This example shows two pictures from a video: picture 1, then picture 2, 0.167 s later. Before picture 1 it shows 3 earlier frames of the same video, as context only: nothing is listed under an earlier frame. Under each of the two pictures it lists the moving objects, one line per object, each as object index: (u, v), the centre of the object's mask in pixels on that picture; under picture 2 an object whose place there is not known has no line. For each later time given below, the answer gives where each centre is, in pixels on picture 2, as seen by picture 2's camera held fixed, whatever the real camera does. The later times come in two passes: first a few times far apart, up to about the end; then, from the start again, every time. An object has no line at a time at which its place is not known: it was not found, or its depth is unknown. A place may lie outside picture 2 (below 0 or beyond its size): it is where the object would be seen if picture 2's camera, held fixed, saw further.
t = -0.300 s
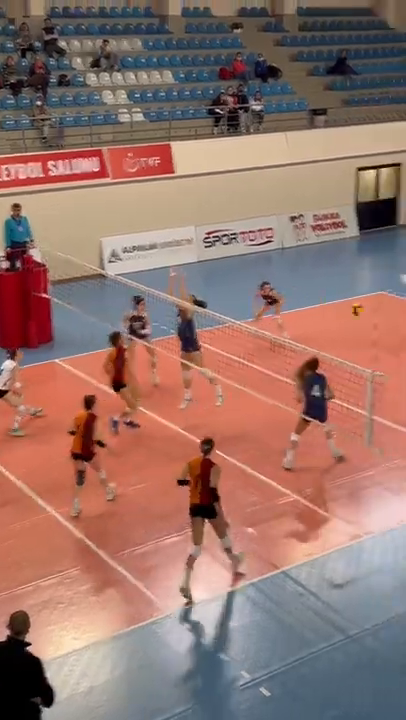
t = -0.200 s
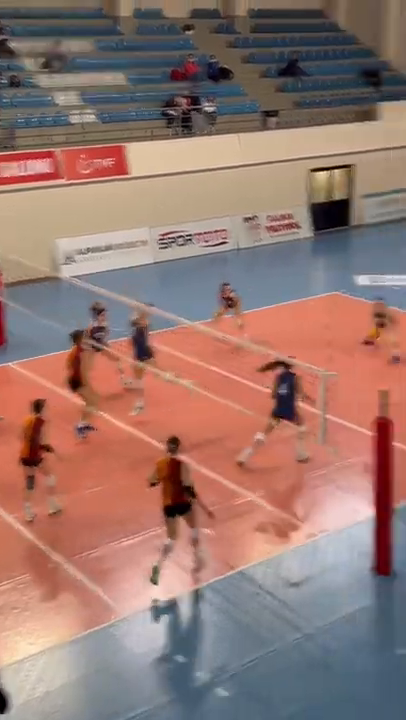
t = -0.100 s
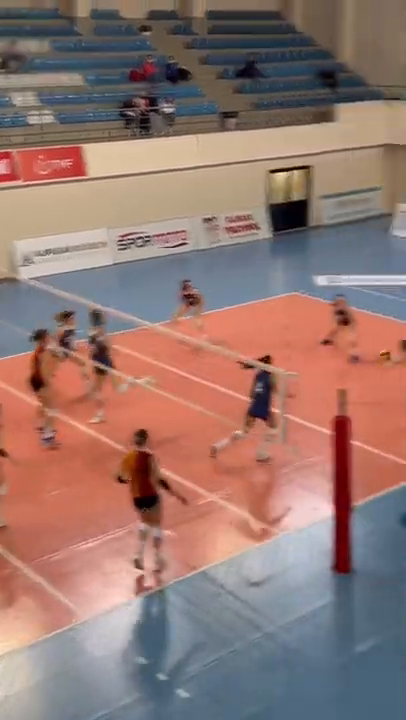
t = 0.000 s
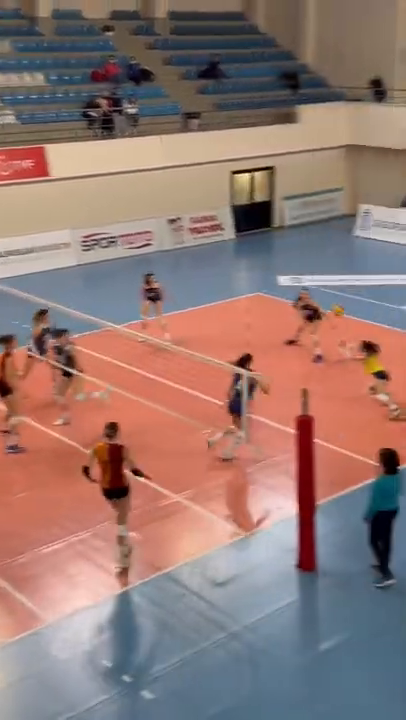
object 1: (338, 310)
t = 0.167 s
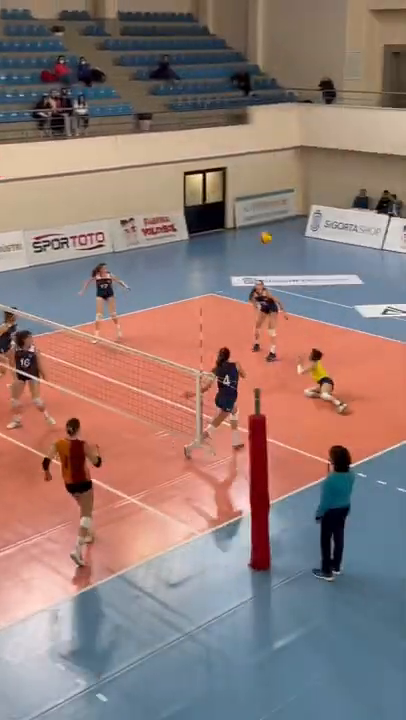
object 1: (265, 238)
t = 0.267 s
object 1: (252, 201)
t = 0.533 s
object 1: (217, 131)
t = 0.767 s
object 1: (191, 105)
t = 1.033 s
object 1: (162, 109)
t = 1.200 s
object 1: (145, 132)
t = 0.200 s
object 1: (261, 225)
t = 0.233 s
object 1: (257, 214)
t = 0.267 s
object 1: (252, 201)
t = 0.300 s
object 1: (247, 190)
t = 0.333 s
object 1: (243, 180)
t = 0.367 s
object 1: (239, 171)
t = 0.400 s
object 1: (235, 161)
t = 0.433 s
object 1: (230, 153)
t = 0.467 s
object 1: (226, 145)
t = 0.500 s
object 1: (221, 138)
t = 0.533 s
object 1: (217, 131)
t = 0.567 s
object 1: (213, 125)
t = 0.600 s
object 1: (211, 122)
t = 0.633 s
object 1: (207, 118)
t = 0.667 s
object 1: (203, 113)
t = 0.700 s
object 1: (200, 110)
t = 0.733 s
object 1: (195, 106)
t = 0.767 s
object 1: (191, 105)
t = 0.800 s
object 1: (188, 103)
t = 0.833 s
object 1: (184, 103)
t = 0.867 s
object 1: (180, 102)
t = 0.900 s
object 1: (176, 102)
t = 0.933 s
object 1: (173, 103)
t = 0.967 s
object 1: (169, 105)
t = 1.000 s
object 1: (166, 107)
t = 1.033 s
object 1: (162, 109)
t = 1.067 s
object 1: (159, 113)
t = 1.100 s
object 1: (155, 117)
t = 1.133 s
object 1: (151, 121)
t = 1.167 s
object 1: (148, 126)
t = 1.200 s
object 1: (145, 132)
